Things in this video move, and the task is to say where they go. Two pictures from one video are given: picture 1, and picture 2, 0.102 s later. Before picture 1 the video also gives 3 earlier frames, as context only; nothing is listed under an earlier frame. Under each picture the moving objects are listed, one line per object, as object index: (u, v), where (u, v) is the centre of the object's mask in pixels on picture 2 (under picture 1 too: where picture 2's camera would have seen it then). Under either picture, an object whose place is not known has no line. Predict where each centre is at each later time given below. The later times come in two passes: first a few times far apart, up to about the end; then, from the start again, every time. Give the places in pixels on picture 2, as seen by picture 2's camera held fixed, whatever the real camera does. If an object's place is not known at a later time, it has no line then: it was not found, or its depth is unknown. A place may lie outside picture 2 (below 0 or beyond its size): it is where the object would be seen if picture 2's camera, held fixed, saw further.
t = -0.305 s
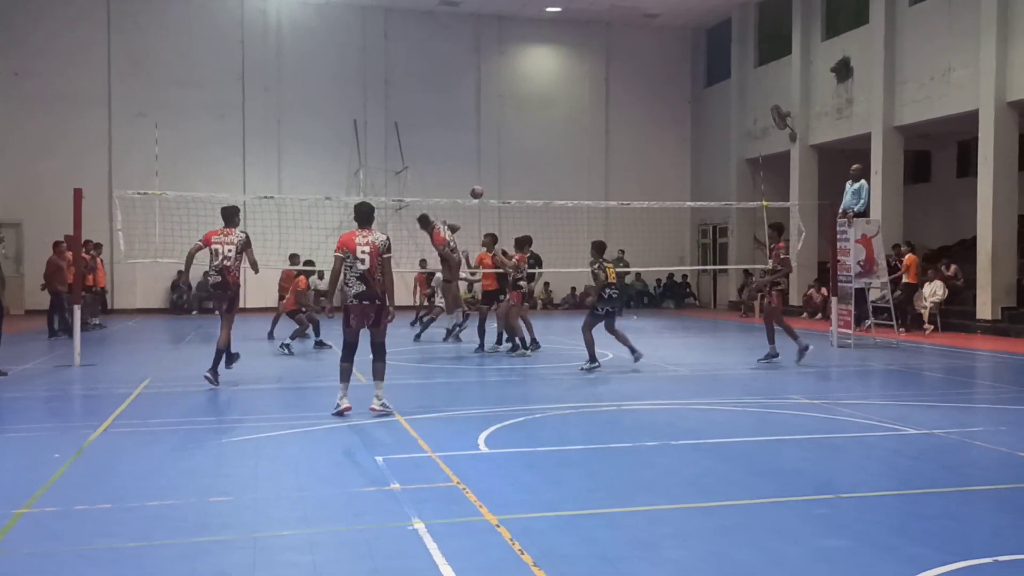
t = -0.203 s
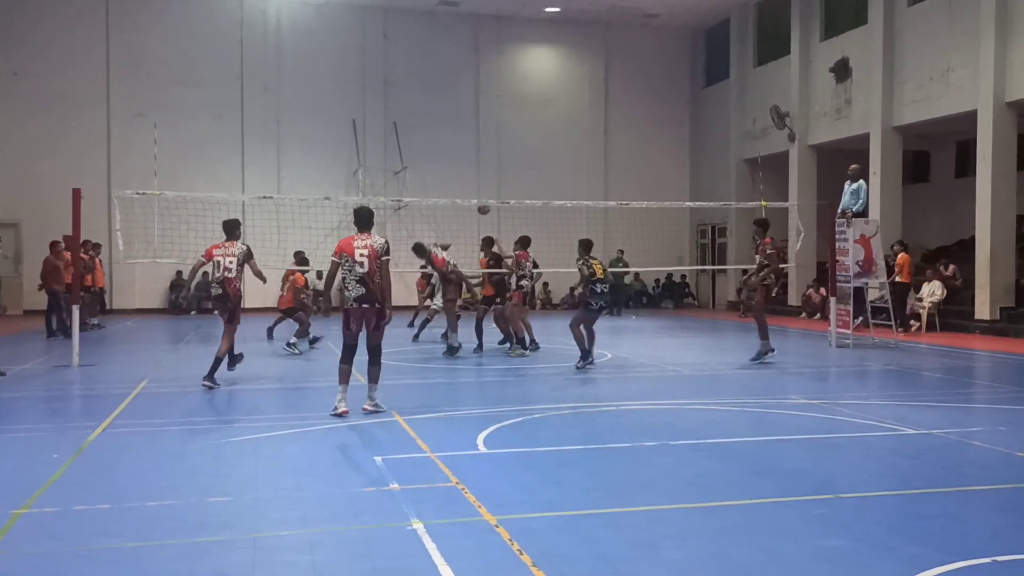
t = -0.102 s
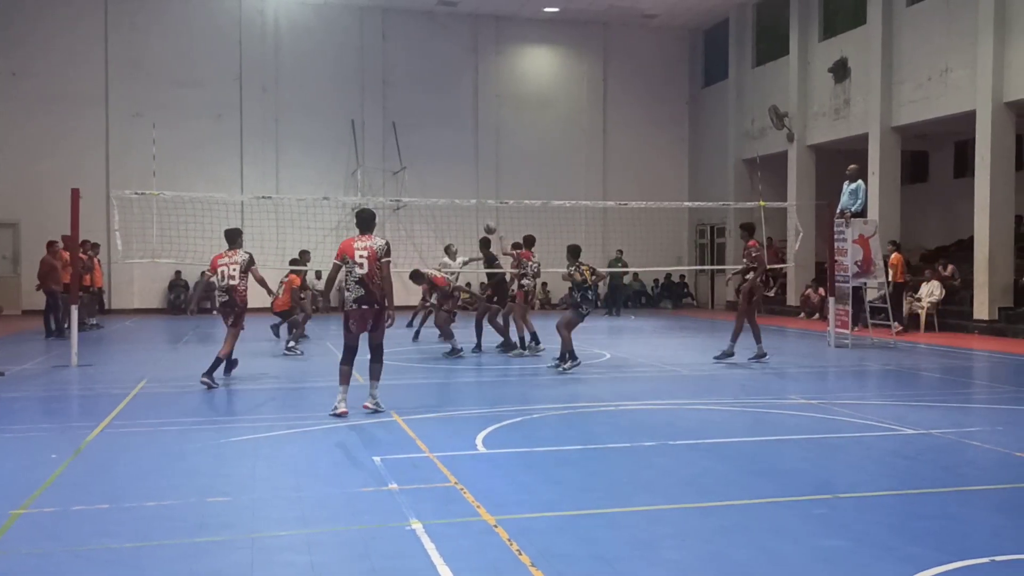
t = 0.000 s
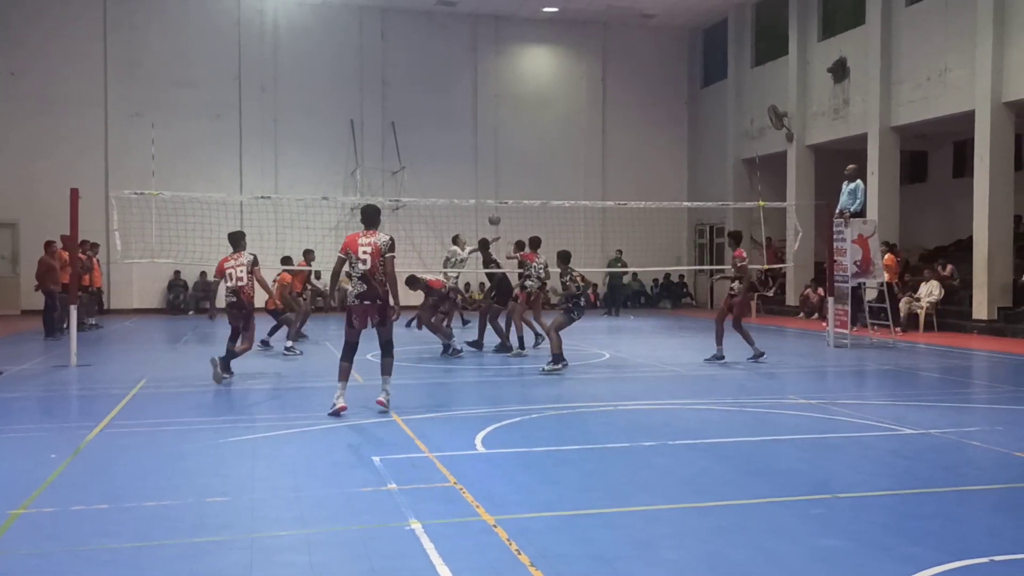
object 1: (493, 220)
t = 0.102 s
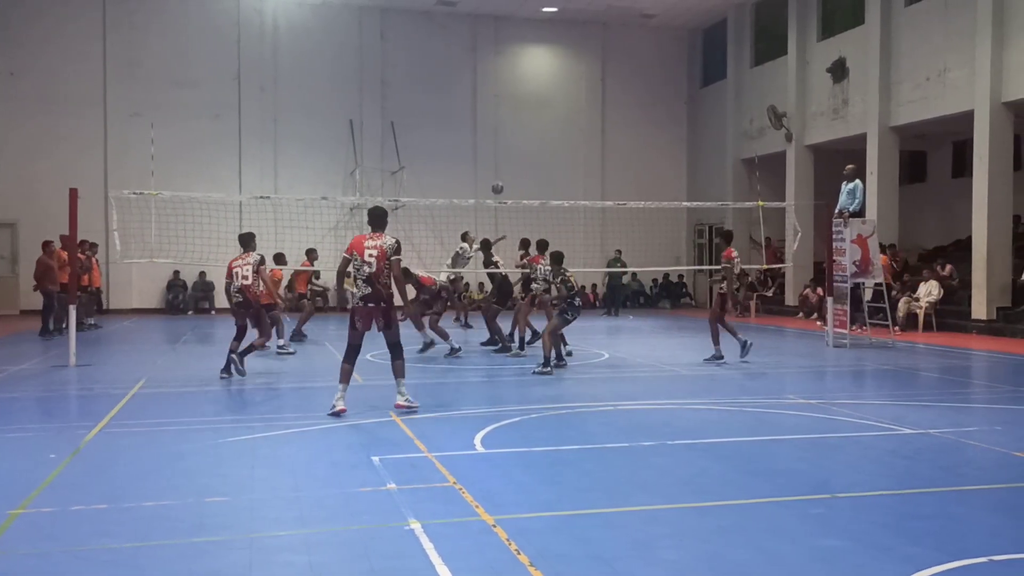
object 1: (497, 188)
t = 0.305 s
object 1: (504, 143)
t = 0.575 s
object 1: (513, 119)
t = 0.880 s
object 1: (523, 141)
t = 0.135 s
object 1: (499, 178)
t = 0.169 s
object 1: (500, 170)
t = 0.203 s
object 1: (501, 163)
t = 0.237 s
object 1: (502, 155)
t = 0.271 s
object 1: (503, 149)
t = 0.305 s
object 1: (504, 143)
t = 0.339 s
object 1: (506, 138)
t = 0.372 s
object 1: (506, 133)
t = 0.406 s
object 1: (508, 129)
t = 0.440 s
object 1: (509, 126)
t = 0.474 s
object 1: (510, 123)
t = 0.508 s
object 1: (511, 121)
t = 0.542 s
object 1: (512, 120)
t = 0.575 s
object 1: (513, 119)
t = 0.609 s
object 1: (514, 119)
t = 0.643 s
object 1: (515, 120)
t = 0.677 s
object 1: (517, 121)
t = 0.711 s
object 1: (517, 123)
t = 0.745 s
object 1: (519, 125)
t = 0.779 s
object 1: (520, 128)
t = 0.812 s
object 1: (521, 132)
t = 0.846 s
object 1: (522, 136)
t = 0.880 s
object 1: (523, 141)
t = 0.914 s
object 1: (524, 147)
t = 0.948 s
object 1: (525, 153)
